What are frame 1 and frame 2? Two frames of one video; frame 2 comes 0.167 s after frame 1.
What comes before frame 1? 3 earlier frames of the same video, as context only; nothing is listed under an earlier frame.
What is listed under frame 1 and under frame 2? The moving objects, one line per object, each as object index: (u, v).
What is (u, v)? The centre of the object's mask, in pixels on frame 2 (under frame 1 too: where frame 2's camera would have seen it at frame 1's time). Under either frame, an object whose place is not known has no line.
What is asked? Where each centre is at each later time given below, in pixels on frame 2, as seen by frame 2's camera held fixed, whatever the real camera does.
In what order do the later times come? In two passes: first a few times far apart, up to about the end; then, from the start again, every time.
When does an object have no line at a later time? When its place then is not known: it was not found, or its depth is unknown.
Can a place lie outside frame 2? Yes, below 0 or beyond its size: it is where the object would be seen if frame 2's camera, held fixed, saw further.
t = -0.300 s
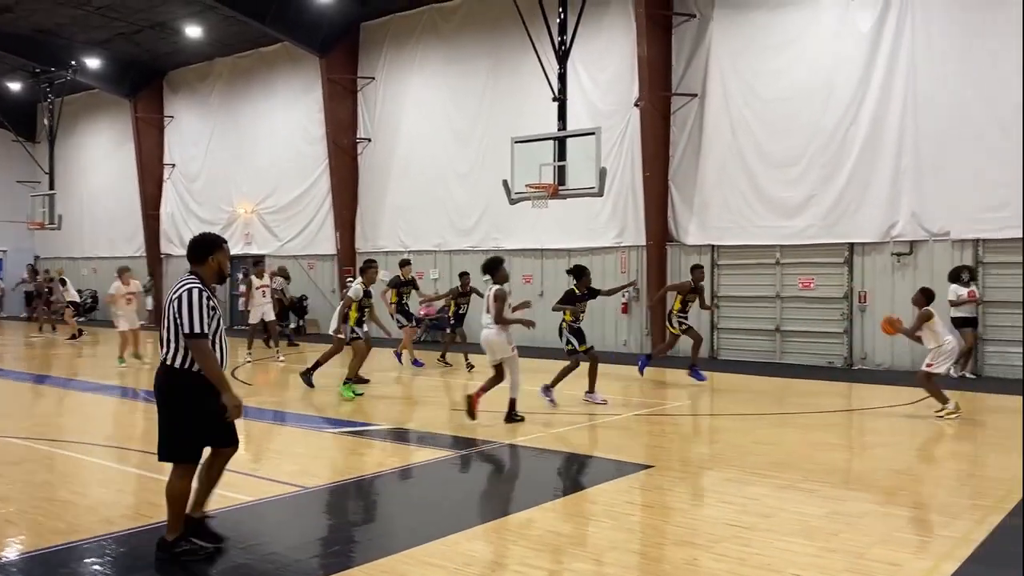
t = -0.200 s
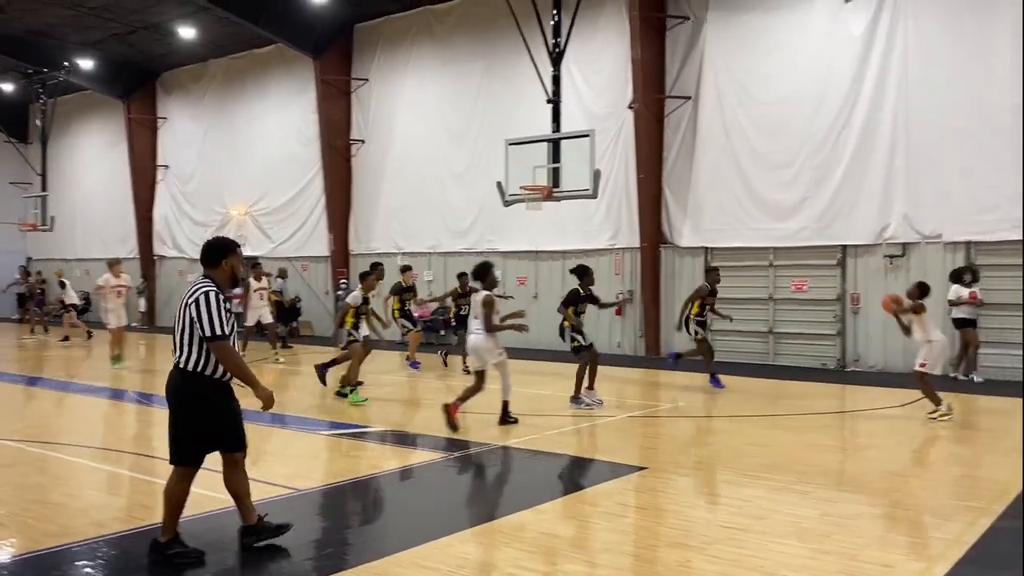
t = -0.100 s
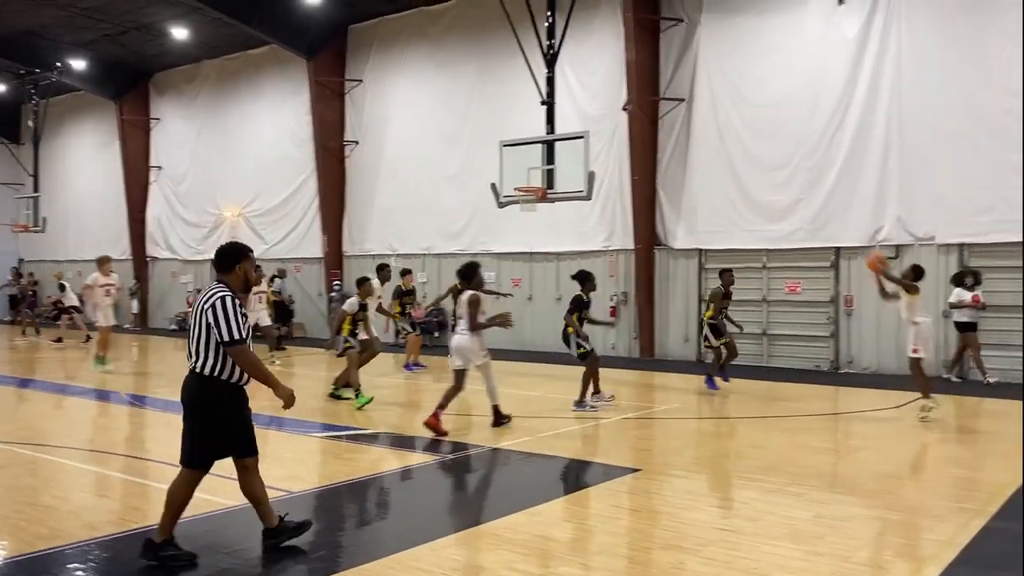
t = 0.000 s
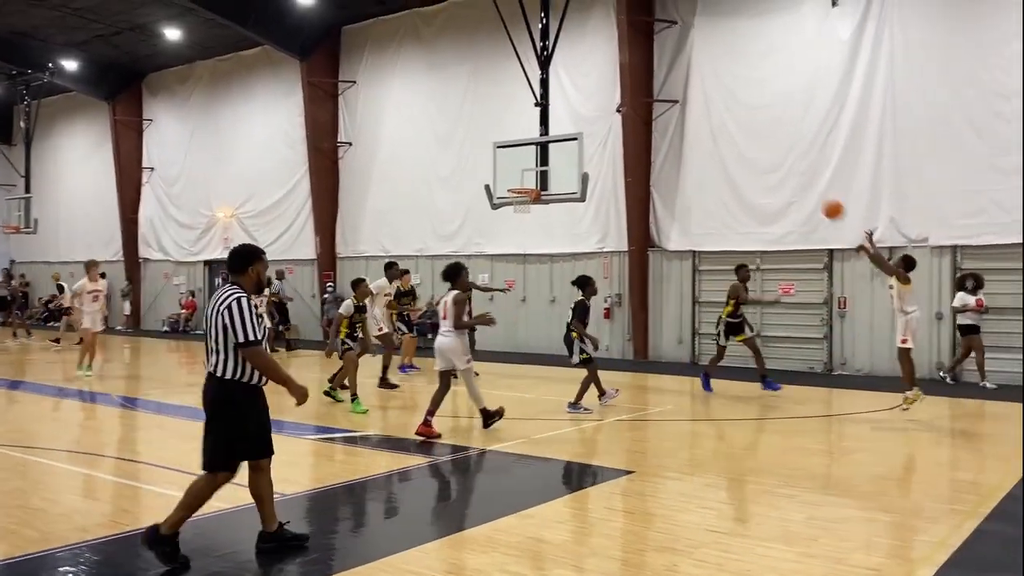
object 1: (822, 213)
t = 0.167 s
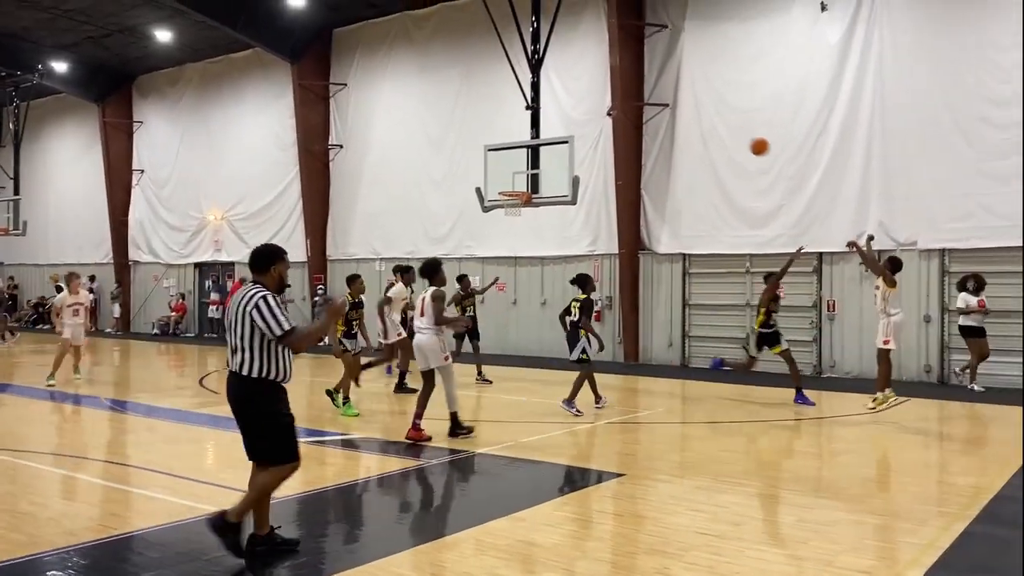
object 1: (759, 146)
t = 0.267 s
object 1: (725, 120)
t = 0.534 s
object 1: (644, 89)
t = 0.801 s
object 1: (576, 106)
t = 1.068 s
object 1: (518, 163)
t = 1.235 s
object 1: (512, 177)
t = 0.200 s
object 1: (747, 137)
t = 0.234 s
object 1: (736, 128)
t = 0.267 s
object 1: (725, 120)
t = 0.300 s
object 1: (714, 113)
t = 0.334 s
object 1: (704, 107)
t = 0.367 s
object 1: (693, 102)
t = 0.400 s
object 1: (683, 97)
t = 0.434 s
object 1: (673, 94)
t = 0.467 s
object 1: (663, 92)
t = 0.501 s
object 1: (654, 90)
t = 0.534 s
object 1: (644, 89)
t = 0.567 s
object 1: (635, 89)
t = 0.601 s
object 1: (628, 89)
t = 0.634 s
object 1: (619, 89)
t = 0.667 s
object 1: (610, 92)
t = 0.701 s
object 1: (600, 95)
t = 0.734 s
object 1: (592, 98)
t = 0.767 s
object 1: (584, 102)
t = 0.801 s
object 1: (576, 106)
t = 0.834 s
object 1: (568, 112)
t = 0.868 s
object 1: (561, 117)
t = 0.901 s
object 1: (553, 123)
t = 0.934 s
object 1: (546, 130)
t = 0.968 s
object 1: (539, 137)
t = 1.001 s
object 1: (531, 146)
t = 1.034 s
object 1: (525, 153)
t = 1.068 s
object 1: (518, 163)
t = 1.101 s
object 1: (511, 173)
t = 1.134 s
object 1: (504, 182)
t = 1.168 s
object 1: (502, 187)
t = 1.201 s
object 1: (507, 181)
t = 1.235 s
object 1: (512, 177)
